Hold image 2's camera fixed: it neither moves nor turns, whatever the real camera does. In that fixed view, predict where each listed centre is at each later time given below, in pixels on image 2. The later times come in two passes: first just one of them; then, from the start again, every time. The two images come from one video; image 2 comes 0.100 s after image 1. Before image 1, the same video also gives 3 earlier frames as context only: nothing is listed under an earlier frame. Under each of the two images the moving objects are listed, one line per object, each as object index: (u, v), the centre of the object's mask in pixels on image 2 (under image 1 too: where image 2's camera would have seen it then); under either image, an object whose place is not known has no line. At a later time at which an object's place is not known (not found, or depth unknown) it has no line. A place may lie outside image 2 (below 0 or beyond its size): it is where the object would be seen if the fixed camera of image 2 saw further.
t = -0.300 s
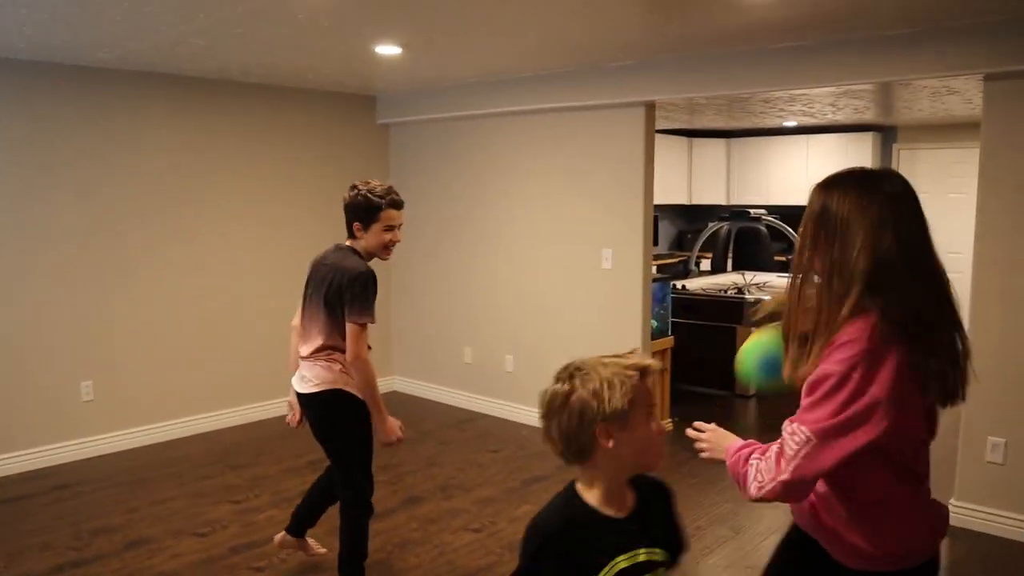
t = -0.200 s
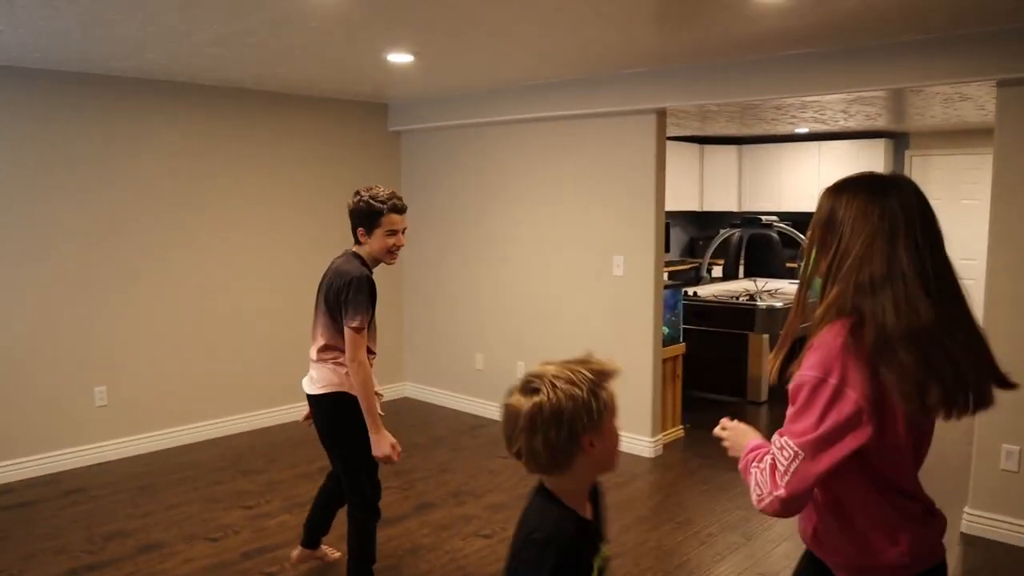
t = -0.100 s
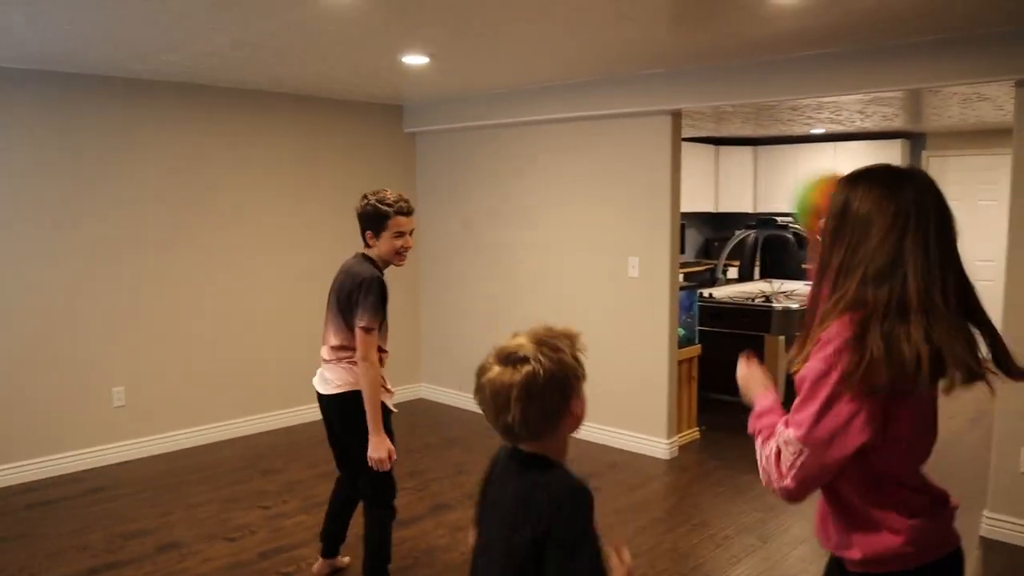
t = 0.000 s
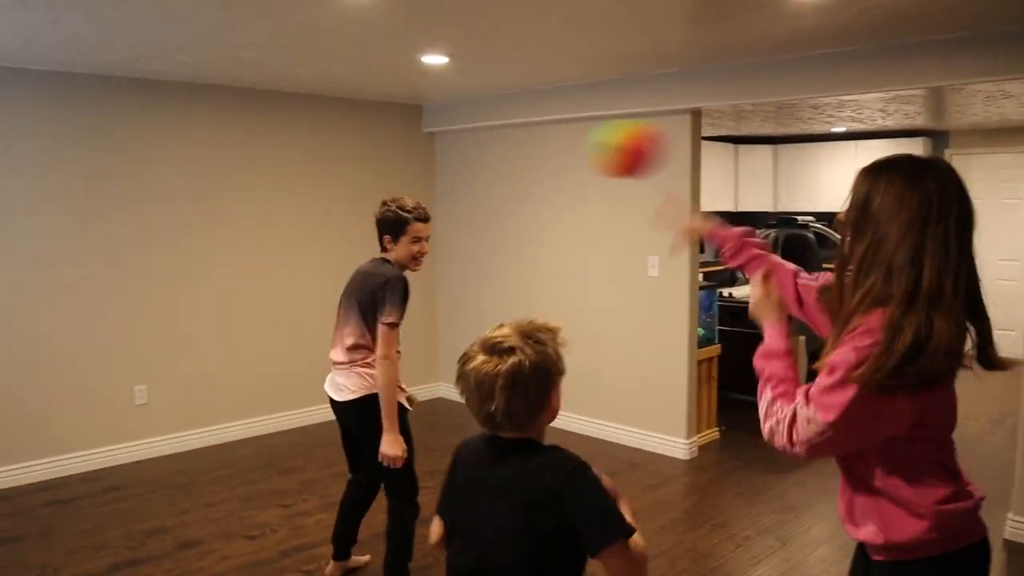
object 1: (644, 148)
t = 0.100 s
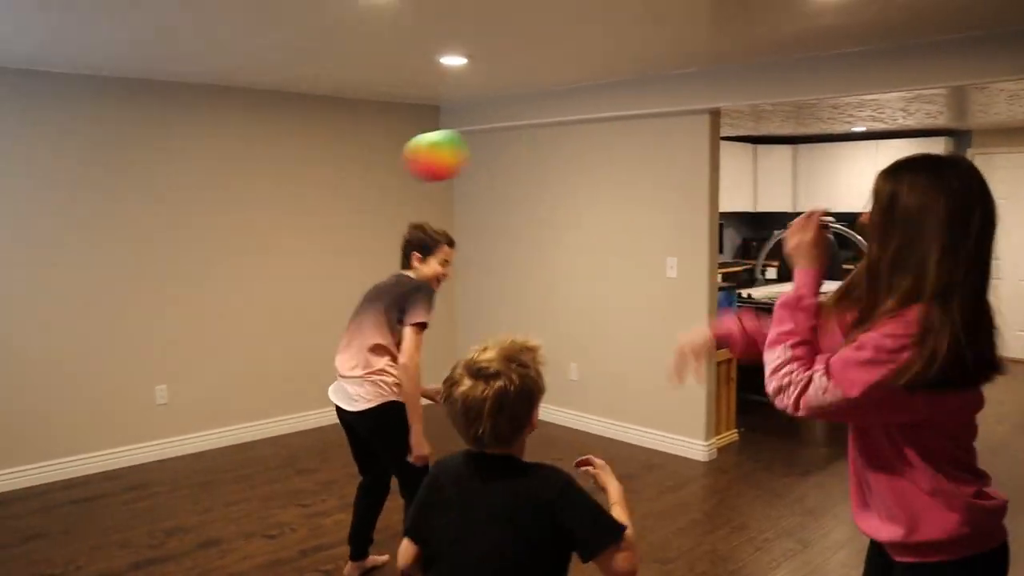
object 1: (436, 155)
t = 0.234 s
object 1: (255, 200)
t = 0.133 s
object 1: (383, 164)
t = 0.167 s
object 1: (335, 174)
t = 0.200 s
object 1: (293, 186)
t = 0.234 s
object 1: (255, 200)
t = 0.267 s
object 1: (220, 216)
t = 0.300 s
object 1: (189, 233)
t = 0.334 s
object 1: (161, 249)
